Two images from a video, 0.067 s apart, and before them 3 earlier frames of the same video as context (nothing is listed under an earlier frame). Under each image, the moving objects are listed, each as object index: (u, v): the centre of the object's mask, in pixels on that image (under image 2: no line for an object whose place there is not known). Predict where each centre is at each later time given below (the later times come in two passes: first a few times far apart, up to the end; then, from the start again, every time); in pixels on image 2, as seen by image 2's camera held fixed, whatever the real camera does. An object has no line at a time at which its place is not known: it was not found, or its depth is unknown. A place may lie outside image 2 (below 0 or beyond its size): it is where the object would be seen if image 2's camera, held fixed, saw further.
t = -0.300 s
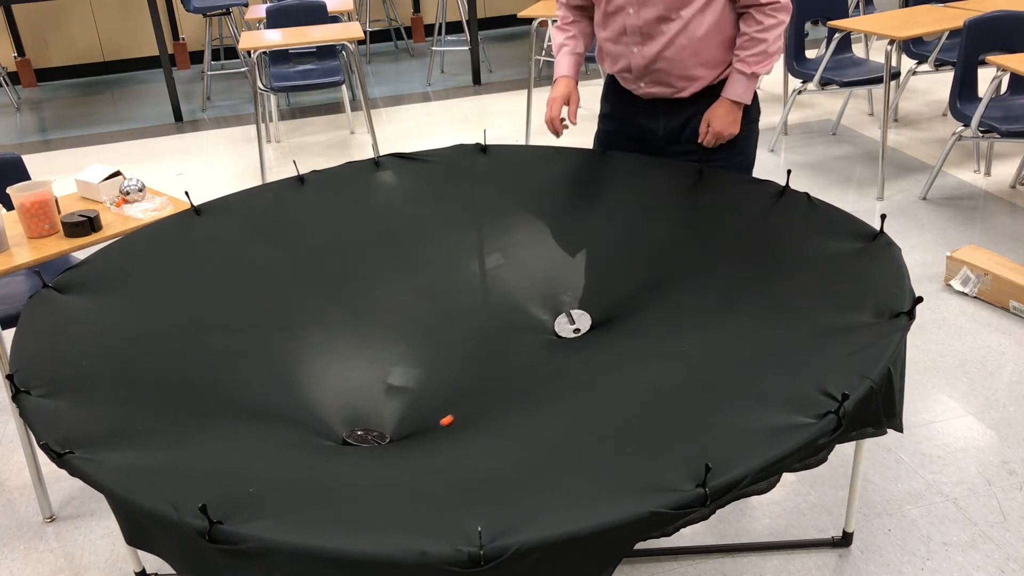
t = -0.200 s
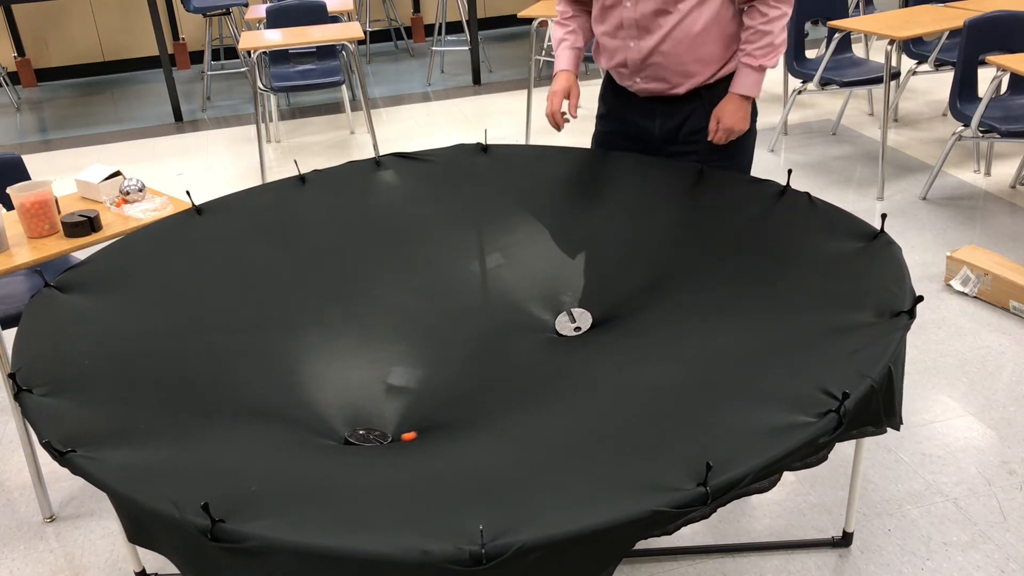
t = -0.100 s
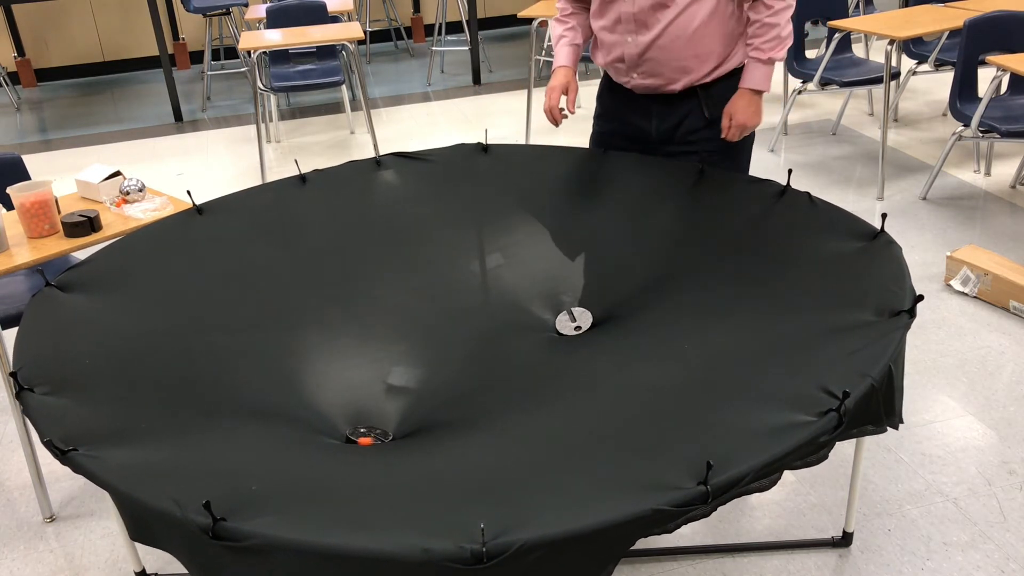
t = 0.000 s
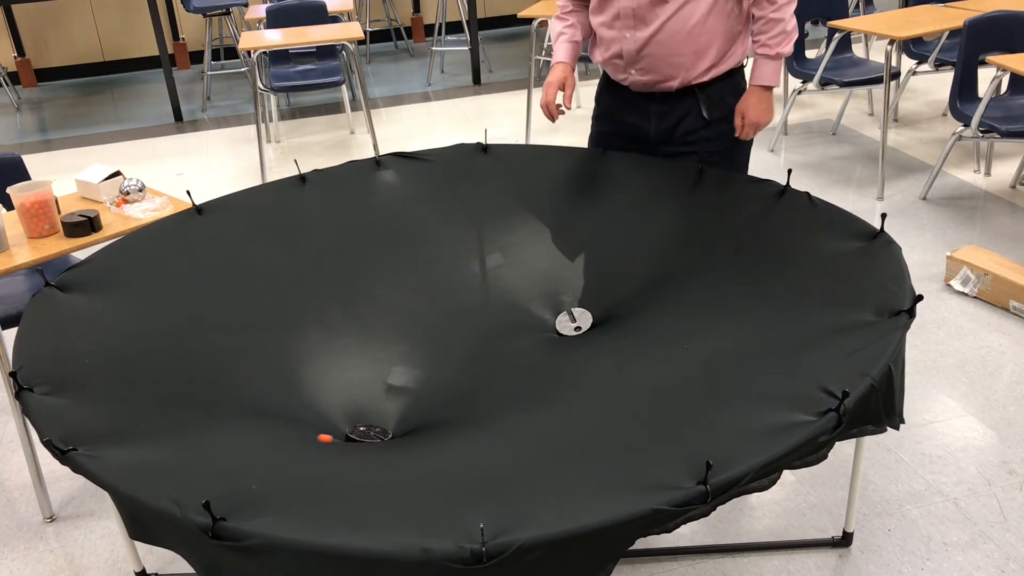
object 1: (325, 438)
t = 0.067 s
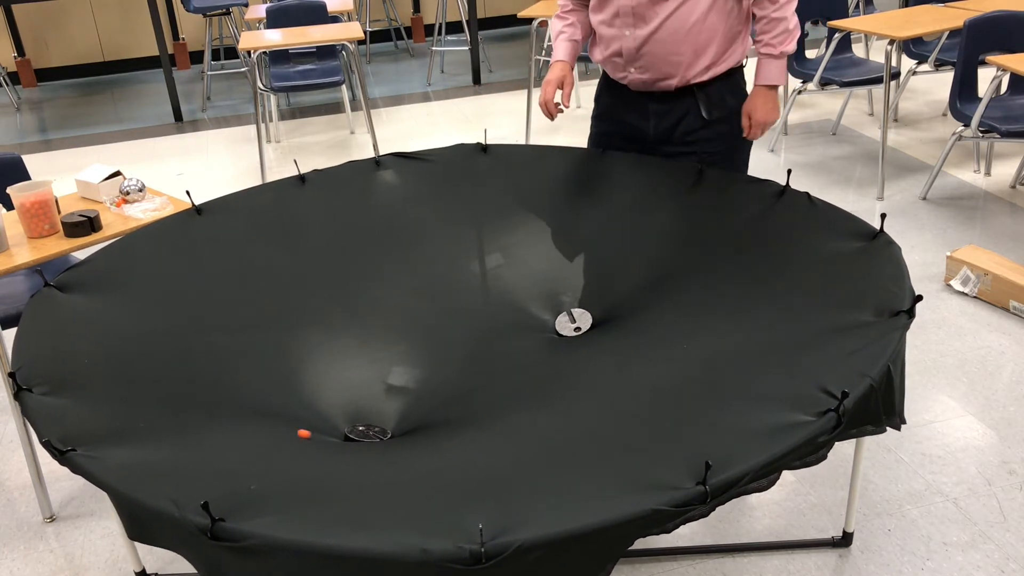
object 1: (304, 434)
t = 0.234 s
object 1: (284, 413)
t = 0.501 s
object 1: (367, 378)
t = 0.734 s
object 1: (484, 363)
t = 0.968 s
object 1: (584, 338)
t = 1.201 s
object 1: (634, 305)
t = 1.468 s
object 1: (589, 287)
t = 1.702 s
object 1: (512, 312)
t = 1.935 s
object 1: (482, 354)
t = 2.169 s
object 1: (451, 403)
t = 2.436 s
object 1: (350, 440)
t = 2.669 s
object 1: (319, 401)
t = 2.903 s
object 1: (392, 381)
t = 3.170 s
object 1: (489, 377)
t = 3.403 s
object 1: (540, 366)
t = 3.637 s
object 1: (555, 354)
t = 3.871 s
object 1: (540, 339)
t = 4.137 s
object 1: (549, 297)
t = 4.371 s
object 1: (598, 292)
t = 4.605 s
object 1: (574, 334)
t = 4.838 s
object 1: (499, 325)
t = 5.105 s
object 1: (466, 317)
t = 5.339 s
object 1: (479, 333)
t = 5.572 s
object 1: (521, 348)
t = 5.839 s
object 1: (563, 343)
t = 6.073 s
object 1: (569, 335)
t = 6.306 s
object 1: (544, 326)
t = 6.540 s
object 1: (554, 315)
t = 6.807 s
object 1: (553, 317)
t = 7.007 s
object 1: (551, 320)
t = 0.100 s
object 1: (296, 431)
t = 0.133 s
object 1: (289, 428)
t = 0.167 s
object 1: (285, 423)
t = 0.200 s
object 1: (283, 418)
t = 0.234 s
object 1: (284, 413)
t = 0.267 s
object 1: (287, 408)
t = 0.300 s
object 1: (293, 402)
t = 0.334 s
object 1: (300, 397)
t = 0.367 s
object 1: (311, 392)
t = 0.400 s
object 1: (322, 388)
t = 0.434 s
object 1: (335, 384)
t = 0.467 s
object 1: (350, 381)
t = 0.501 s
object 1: (367, 378)
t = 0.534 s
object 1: (383, 375)
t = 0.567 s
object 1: (400, 373)
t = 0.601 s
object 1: (418, 371)
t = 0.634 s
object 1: (435, 369)
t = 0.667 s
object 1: (451, 367)
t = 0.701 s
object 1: (468, 365)
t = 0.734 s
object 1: (484, 363)
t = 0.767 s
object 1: (500, 360)
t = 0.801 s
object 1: (515, 358)
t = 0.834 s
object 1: (531, 355)
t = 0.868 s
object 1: (545, 351)
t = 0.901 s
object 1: (558, 348)
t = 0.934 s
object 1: (572, 343)
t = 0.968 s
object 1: (584, 338)
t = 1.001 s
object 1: (595, 333)
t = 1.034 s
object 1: (605, 329)
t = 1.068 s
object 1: (614, 324)
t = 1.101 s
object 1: (621, 319)
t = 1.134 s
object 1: (627, 314)
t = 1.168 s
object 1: (631, 309)
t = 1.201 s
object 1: (634, 305)
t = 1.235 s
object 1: (635, 301)
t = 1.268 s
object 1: (634, 297)
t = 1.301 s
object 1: (631, 294)
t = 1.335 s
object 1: (626, 291)
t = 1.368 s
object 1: (620, 289)
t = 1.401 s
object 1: (611, 287)
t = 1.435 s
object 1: (601, 286)
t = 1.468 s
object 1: (589, 287)
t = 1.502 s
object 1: (577, 288)
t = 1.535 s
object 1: (564, 291)
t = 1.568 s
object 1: (551, 294)
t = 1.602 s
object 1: (539, 298)
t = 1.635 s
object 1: (529, 302)
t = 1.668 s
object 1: (519, 307)
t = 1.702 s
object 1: (512, 312)
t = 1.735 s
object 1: (505, 318)
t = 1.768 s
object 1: (500, 323)
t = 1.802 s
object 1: (495, 329)
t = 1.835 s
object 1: (492, 335)
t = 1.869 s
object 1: (488, 341)
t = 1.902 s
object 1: (485, 347)
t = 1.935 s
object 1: (482, 354)
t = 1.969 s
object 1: (479, 360)
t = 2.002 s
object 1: (476, 367)
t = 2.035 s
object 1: (473, 374)
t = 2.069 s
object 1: (468, 381)
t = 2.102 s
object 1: (464, 389)
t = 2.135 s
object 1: (458, 396)
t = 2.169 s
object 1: (451, 403)
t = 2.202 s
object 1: (443, 411)
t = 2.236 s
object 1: (433, 419)
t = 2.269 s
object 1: (421, 425)
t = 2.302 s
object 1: (409, 431)
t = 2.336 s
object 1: (395, 436)
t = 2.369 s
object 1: (381, 439)
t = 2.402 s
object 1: (365, 441)
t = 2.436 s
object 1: (350, 440)
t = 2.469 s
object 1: (337, 439)
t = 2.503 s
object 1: (326, 435)
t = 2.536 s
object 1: (318, 429)
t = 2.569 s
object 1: (314, 422)
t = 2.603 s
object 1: (313, 414)
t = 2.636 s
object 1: (315, 407)
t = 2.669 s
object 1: (319, 401)
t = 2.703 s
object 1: (325, 395)
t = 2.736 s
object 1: (333, 390)
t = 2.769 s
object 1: (342, 387)
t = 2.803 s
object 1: (353, 385)
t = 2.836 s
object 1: (366, 383)
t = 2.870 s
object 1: (378, 382)
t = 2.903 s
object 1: (392, 381)
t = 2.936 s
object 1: (405, 381)
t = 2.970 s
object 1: (418, 382)
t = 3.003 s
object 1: (432, 381)
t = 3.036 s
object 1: (444, 381)
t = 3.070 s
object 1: (456, 380)
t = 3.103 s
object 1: (468, 380)
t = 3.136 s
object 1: (479, 379)
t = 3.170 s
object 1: (489, 377)
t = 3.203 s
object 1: (497, 375)
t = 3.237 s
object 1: (506, 374)
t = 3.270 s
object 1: (514, 373)
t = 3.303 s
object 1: (522, 371)
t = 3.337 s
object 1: (529, 370)
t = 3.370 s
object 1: (535, 368)
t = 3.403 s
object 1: (540, 366)
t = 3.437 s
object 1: (545, 365)
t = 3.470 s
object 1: (548, 363)
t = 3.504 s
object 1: (551, 361)
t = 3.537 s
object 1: (554, 359)
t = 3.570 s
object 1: (555, 358)
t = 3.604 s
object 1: (555, 356)
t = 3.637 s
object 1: (555, 354)
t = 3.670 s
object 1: (555, 352)
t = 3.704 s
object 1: (554, 350)
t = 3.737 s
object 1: (552, 348)
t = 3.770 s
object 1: (549, 346)
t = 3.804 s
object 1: (547, 344)
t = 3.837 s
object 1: (544, 342)
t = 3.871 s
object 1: (540, 339)
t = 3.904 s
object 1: (537, 336)
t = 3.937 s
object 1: (535, 333)
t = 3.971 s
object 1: (533, 329)
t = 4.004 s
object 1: (532, 324)
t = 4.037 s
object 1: (534, 317)
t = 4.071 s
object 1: (537, 310)
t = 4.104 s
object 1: (542, 303)
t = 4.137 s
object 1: (549, 297)
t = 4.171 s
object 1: (557, 291)
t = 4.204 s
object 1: (564, 288)
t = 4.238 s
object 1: (572, 285)
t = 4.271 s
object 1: (580, 285)
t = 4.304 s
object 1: (587, 286)
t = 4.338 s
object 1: (593, 288)
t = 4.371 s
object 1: (598, 292)
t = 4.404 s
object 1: (602, 297)
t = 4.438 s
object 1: (605, 304)
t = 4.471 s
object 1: (605, 311)
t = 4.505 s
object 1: (601, 319)
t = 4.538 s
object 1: (595, 325)
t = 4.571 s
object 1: (586, 330)
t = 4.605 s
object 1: (574, 334)
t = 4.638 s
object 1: (560, 336)
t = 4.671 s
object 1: (549, 335)
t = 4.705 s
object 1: (537, 334)
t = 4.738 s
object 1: (526, 332)
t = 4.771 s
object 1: (515, 329)
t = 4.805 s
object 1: (507, 327)
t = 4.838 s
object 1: (499, 325)
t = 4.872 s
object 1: (491, 322)
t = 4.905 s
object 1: (485, 320)
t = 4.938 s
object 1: (480, 319)
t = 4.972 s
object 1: (476, 318)
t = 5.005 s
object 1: (472, 317)
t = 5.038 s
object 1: (469, 317)
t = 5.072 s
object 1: (467, 317)
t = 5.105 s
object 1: (466, 317)
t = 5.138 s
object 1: (466, 319)
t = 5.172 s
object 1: (466, 320)
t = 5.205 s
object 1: (467, 322)
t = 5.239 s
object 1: (469, 324)
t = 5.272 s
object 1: (472, 327)
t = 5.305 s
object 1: (475, 330)
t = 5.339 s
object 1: (479, 333)
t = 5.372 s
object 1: (484, 336)
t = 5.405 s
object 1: (489, 339)
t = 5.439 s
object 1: (495, 342)
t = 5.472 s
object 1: (501, 344)
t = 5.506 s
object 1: (508, 346)
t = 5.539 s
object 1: (514, 347)
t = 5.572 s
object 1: (521, 348)
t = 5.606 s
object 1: (528, 349)
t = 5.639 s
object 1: (534, 349)
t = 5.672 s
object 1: (540, 349)
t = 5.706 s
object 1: (545, 348)
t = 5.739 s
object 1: (550, 347)
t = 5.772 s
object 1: (555, 346)
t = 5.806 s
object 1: (559, 345)
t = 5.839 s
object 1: (563, 343)
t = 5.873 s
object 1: (565, 342)
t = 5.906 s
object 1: (567, 341)
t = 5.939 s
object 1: (569, 339)
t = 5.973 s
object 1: (570, 338)
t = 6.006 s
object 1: (570, 337)
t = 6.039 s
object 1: (570, 336)
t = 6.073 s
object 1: (569, 335)
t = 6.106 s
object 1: (568, 334)
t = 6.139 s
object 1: (567, 335)
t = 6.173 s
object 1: (565, 335)
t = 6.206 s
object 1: (559, 334)
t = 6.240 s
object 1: (552, 332)
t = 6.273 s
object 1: (548, 328)
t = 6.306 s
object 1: (544, 326)
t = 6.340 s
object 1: (543, 322)
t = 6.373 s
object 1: (543, 320)
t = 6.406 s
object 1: (544, 318)
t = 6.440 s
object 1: (547, 317)
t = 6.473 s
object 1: (551, 317)
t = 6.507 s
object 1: (553, 316)
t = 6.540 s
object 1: (554, 315)
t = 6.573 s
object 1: (554, 315)
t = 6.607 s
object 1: (554, 315)
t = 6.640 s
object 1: (554, 315)
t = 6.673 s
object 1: (554, 316)
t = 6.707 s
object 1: (554, 316)
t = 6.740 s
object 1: (554, 316)
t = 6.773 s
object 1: (554, 316)
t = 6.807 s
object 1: (553, 317)
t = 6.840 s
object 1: (553, 317)
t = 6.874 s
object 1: (552, 318)
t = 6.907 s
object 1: (552, 318)
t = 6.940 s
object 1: (552, 319)
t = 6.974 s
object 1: (552, 320)
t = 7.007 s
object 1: (551, 320)
